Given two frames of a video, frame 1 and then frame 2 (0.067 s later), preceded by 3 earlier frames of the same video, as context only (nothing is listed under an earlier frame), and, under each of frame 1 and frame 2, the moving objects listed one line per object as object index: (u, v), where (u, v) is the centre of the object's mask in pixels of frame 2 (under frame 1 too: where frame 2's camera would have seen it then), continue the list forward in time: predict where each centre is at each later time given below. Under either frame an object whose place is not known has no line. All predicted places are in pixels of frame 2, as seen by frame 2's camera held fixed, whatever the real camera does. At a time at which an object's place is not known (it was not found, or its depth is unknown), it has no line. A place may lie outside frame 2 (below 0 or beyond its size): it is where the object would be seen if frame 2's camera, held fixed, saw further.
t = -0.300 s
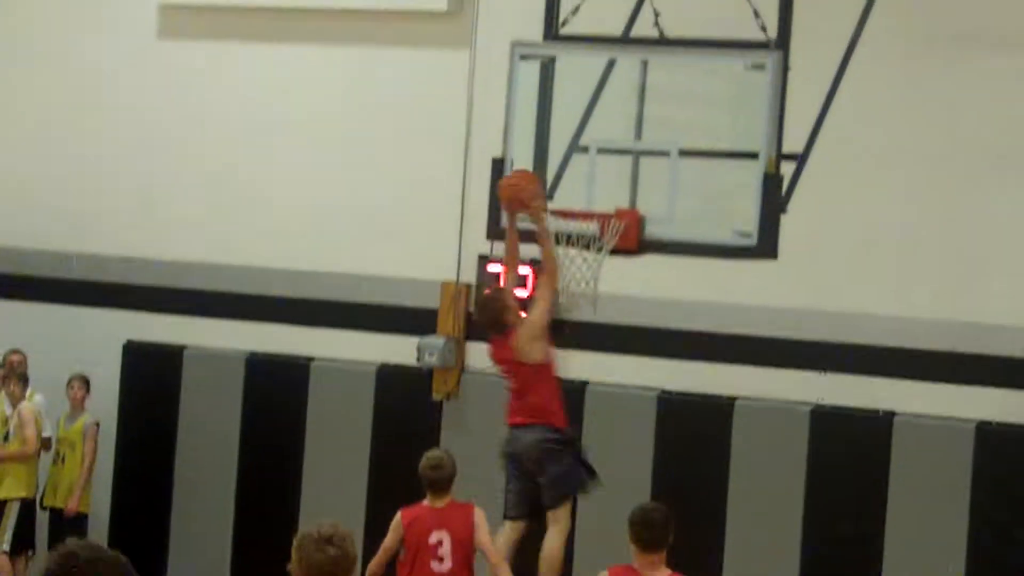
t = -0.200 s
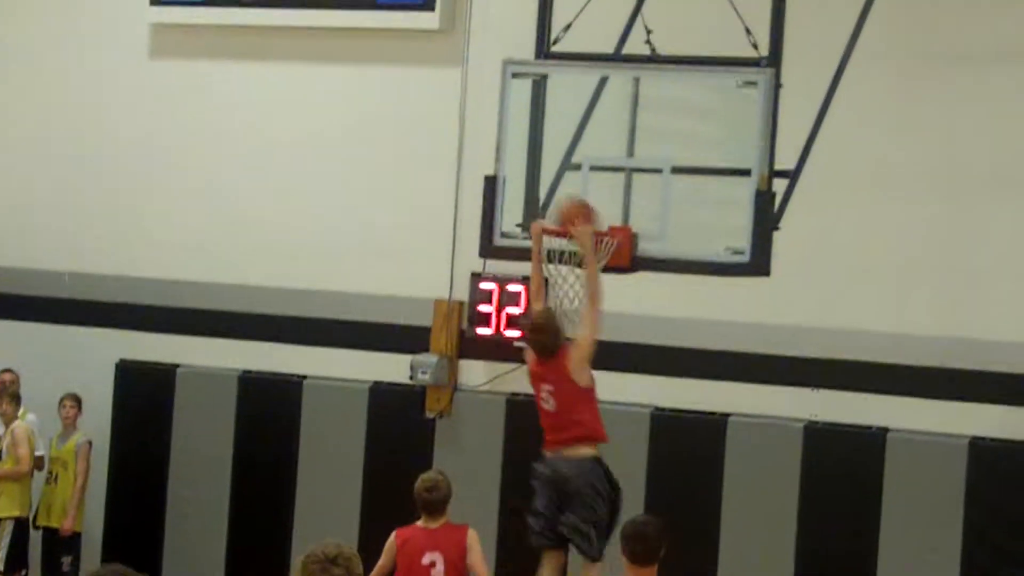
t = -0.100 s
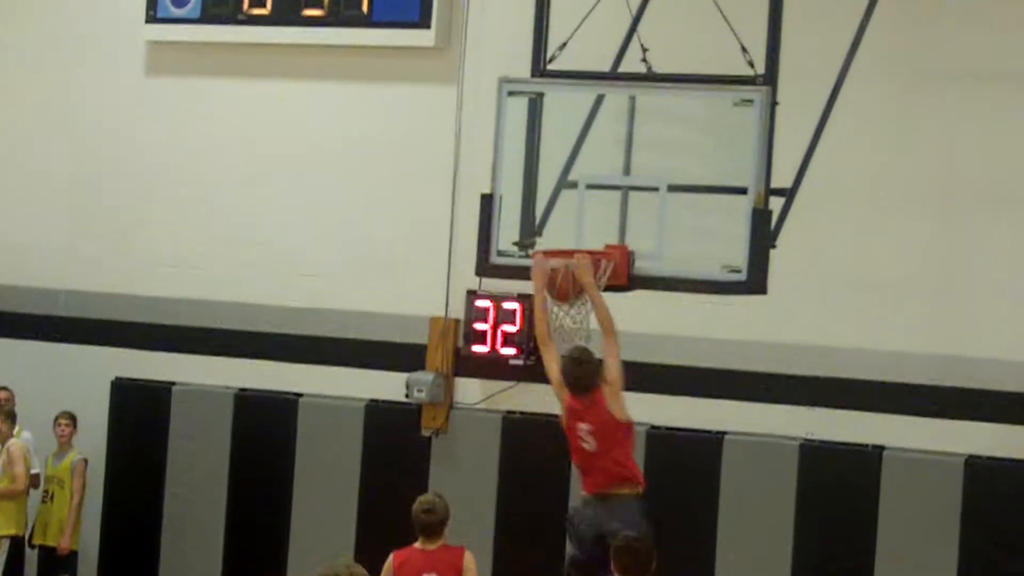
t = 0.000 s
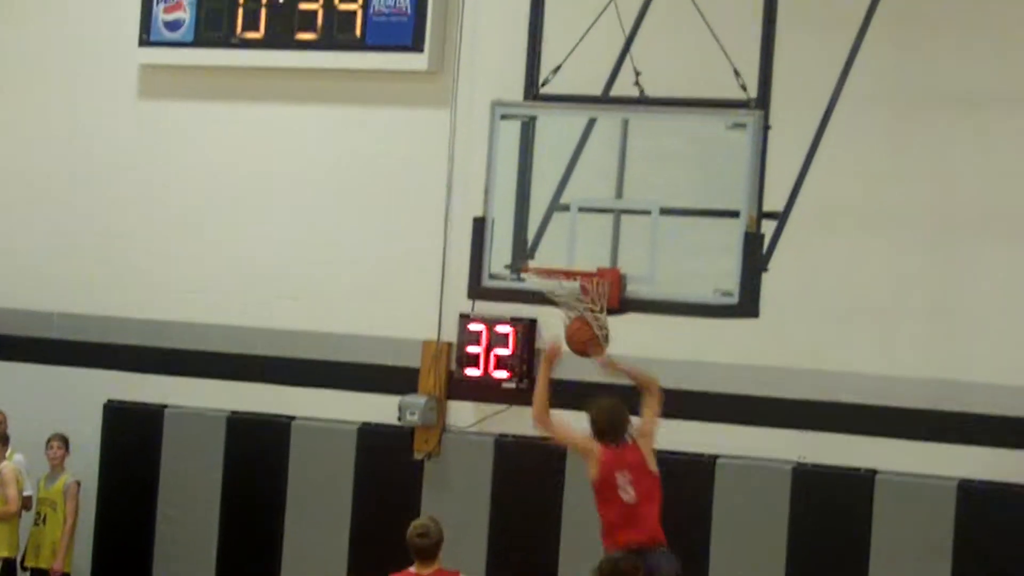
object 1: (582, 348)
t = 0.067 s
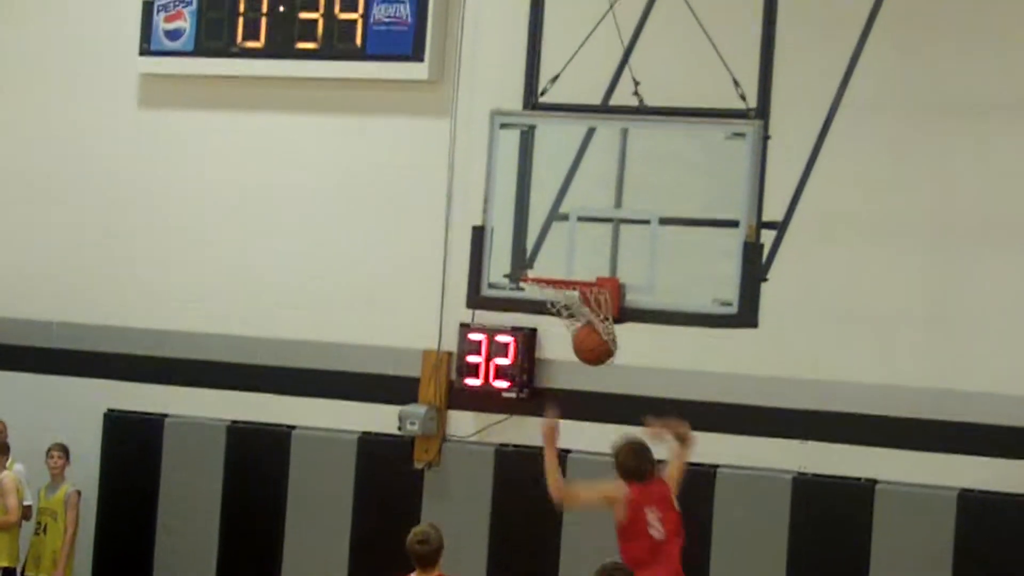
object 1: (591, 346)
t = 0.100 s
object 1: (592, 346)
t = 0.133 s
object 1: (593, 348)
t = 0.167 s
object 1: (594, 352)
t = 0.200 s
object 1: (594, 349)
